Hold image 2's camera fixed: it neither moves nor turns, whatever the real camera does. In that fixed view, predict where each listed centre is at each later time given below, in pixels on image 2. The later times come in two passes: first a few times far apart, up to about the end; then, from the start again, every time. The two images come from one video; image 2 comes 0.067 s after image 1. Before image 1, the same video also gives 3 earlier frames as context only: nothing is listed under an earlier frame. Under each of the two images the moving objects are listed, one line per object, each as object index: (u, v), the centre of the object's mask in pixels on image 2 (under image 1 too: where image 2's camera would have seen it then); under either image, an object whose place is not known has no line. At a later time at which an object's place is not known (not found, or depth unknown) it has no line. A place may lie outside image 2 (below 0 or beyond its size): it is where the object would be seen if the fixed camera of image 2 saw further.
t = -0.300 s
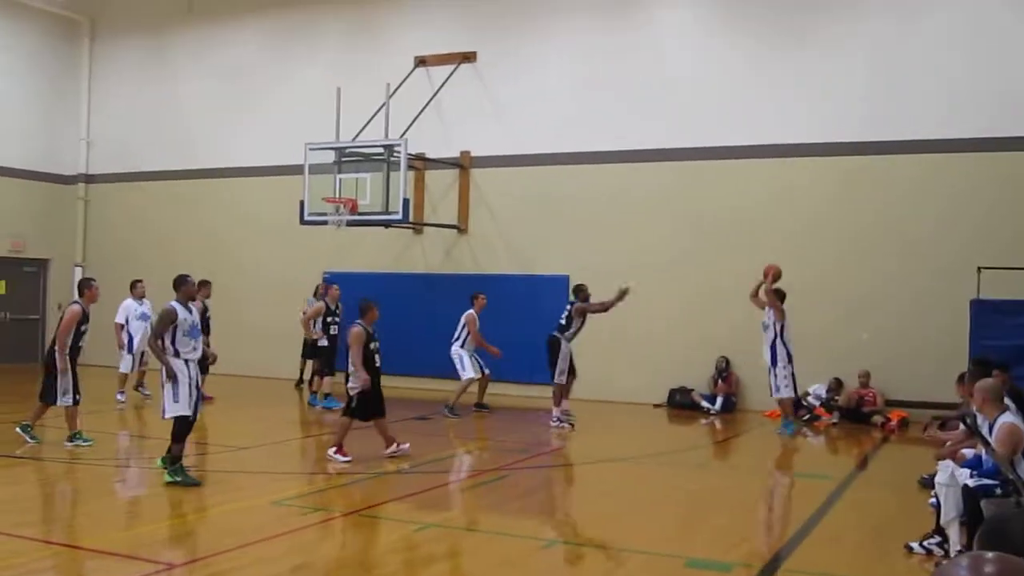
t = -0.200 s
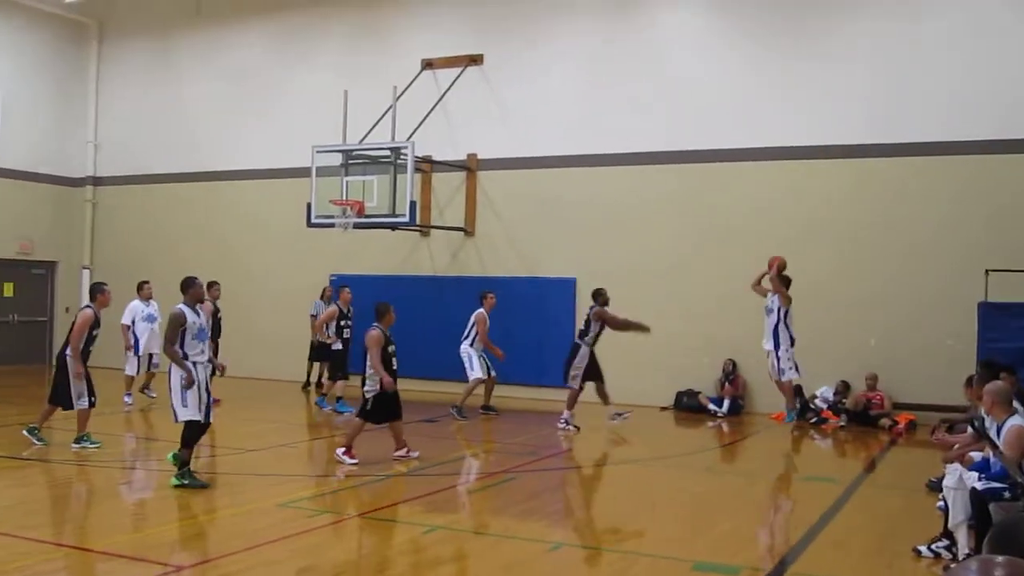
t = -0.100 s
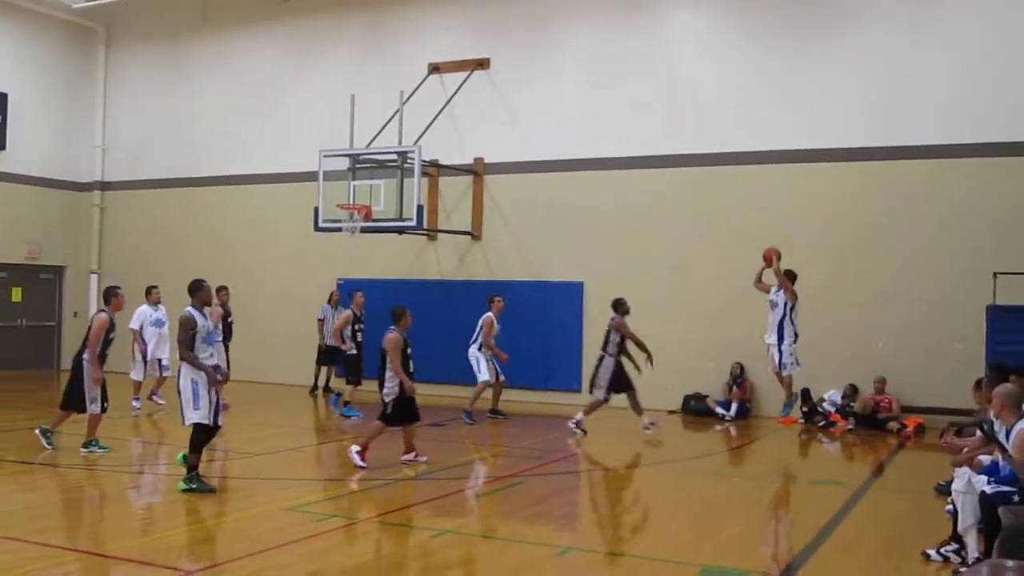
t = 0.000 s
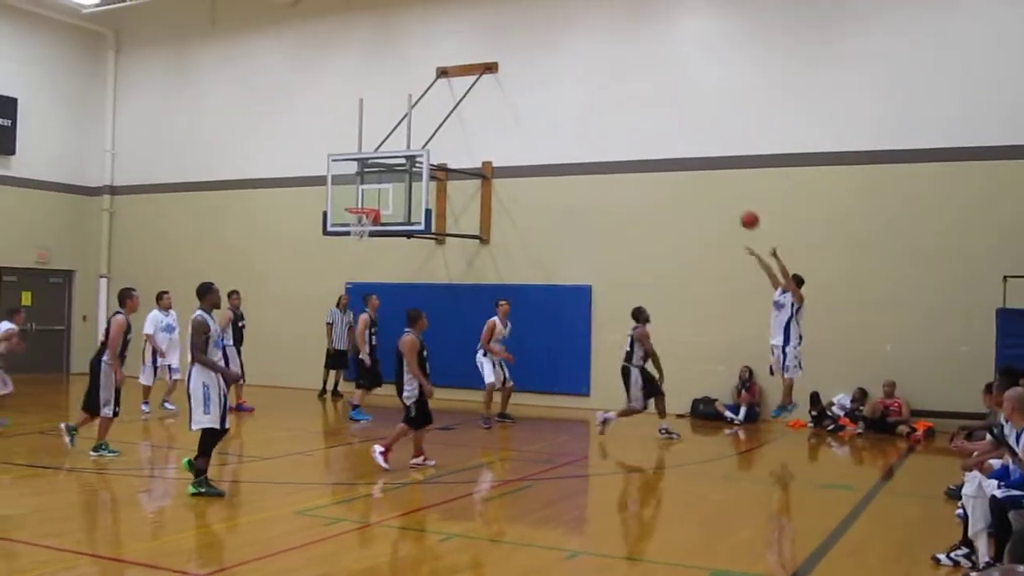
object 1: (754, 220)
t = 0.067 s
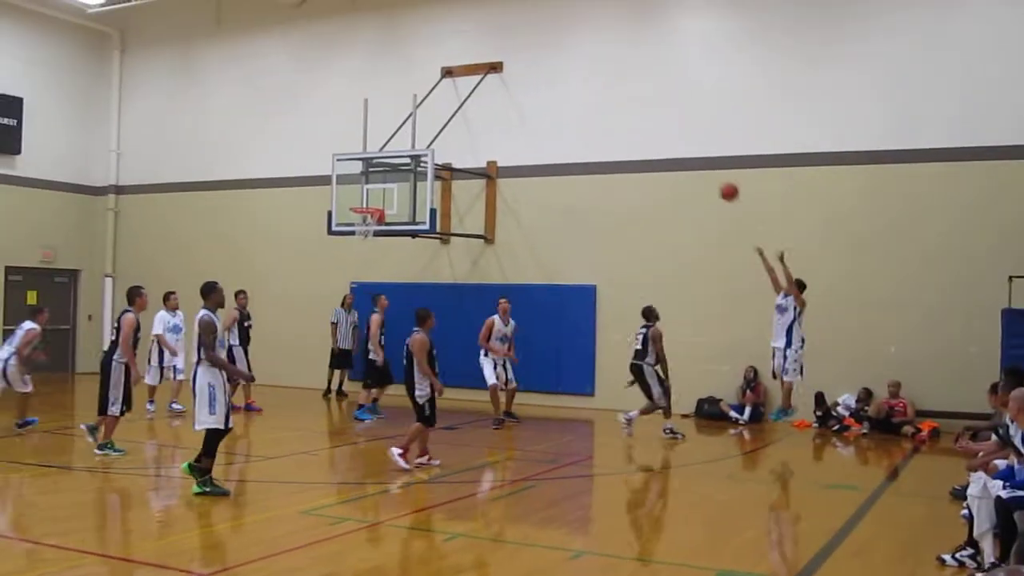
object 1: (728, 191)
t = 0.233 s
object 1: (668, 137)
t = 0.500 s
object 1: (576, 99)
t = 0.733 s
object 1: (501, 107)
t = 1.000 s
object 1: (420, 159)
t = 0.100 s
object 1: (716, 179)
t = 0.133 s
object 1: (704, 167)
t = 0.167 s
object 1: (691, 156)
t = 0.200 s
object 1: (680, 147)
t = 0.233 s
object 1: (668, 137)
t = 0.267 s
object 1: (656, 130)
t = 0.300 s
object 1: (644, 123)
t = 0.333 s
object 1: (632, 117)
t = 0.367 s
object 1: (621, 111)
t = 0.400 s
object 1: (609, 107)
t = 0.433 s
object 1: (599, 103)
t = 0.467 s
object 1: (587, 100)
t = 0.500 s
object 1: (576, 99)
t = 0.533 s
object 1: (565, 97)
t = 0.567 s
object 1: (554, 97)
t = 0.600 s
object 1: (543, 97)
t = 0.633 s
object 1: (532, 99)
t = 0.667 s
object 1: (522, 100)
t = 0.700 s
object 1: (511, 103)
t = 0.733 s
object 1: (501, 107)
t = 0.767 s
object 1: (491, 111)
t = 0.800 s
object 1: (480, 116)
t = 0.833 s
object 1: (470, 121)
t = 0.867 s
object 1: (460, 127)
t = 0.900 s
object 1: (449, 134)
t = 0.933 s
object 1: (439, 142)
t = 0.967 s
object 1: (429, 150)
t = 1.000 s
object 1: (420, 159)
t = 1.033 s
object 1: (409, 168)
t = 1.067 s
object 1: (399, 178)
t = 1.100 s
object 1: (390, 189)
